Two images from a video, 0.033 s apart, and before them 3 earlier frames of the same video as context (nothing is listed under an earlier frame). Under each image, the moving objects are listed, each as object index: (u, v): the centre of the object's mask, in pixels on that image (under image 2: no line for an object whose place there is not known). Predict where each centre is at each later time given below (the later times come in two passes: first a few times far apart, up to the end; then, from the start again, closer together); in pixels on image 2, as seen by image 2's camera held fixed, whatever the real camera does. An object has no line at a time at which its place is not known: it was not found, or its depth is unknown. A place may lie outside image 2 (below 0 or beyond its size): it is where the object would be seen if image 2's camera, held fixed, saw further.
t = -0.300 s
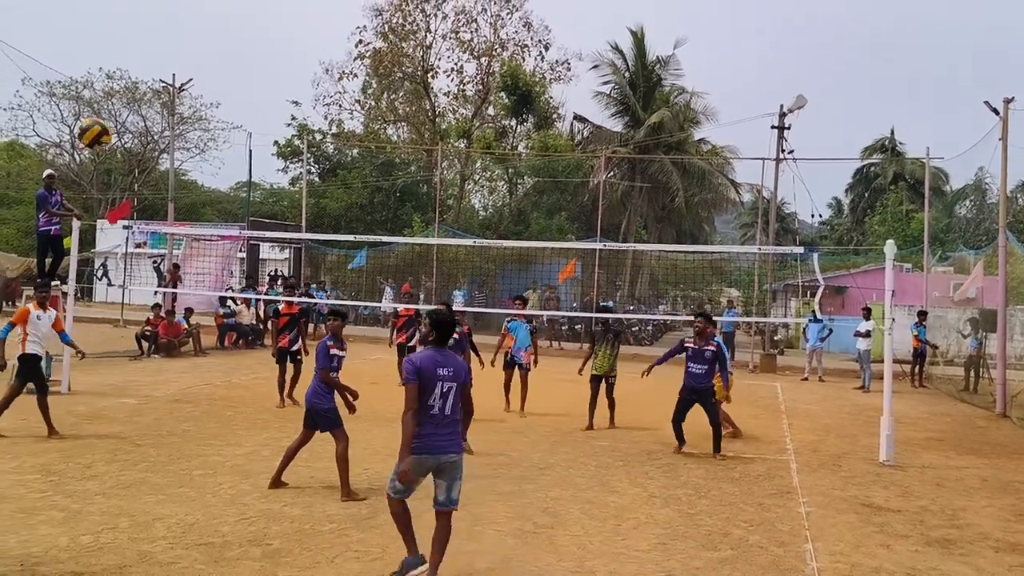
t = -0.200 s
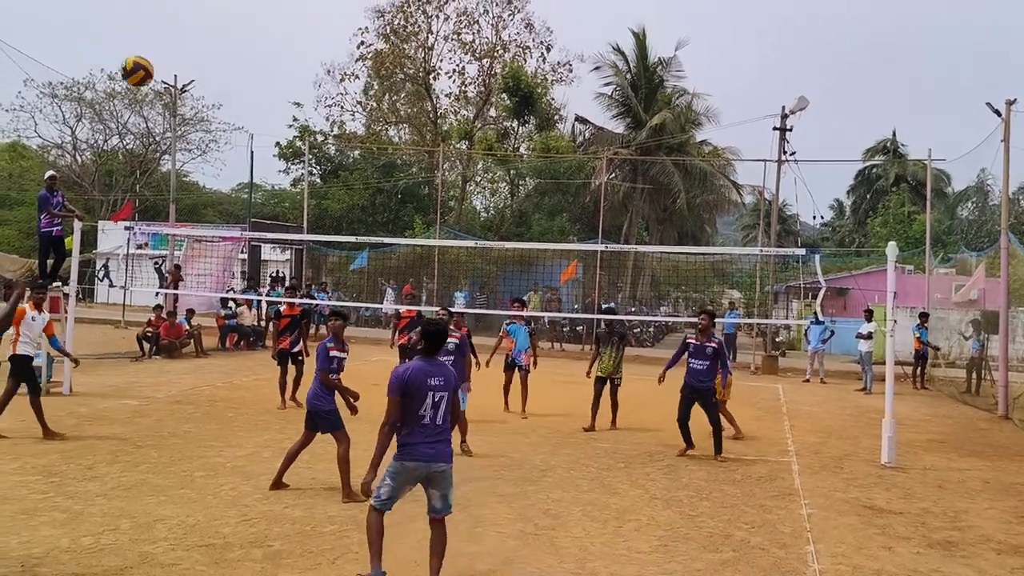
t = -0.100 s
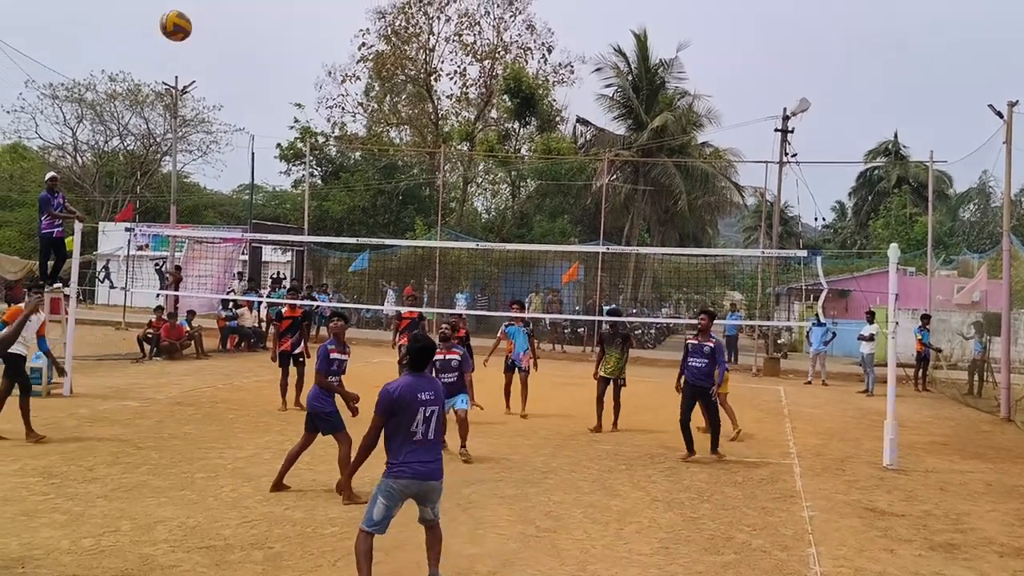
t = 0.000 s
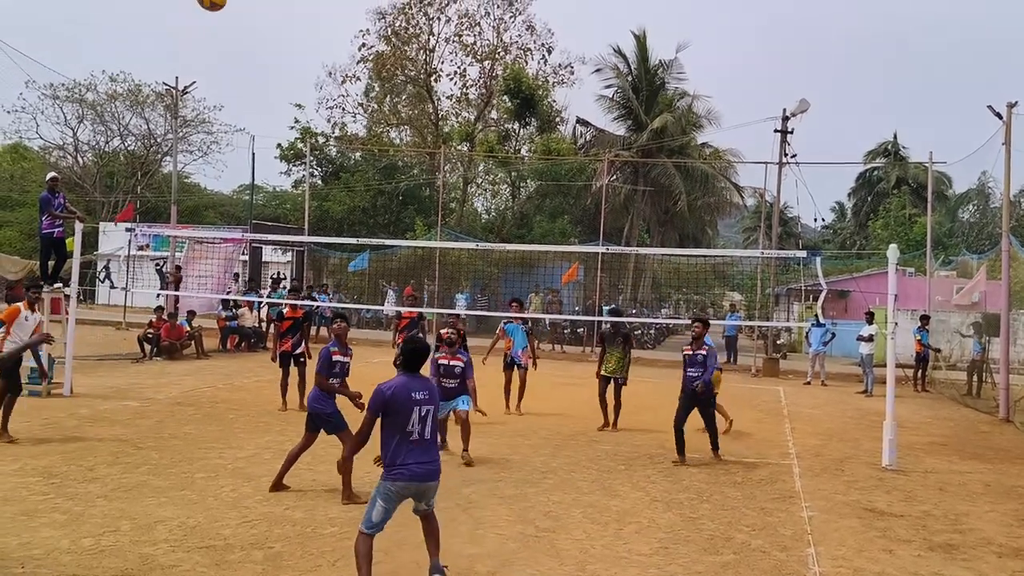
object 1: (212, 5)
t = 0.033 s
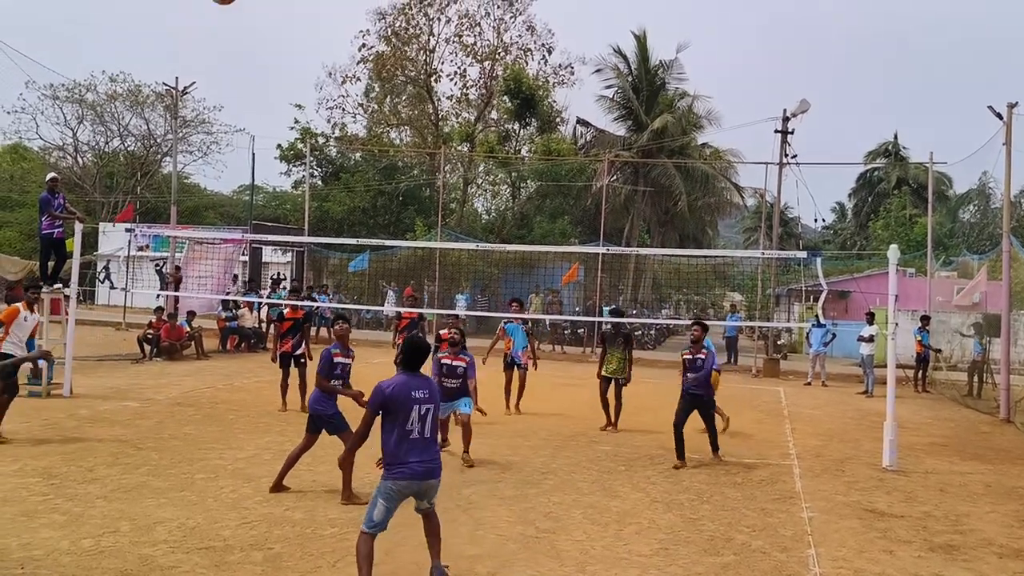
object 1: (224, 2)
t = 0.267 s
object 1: (296, -2)
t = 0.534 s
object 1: (361, 64)
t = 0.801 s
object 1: (416, 214)
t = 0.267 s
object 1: (296, -2)
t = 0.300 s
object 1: (304, 1)
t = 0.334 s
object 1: (313, 3)
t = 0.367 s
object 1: (322, 7)
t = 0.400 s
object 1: (330, 16)
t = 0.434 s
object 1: (339, 26)
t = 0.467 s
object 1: (347, 38)
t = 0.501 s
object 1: (354, 50)
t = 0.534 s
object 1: (361, 64)
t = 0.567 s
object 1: (369, 79)
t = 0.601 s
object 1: (376, 96)
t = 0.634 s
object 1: (384, 112)
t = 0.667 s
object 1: (391, 132)
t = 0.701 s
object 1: (396, 151)
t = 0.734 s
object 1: (403, 171)
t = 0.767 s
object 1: (410, 193)
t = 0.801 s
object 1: (416, 214)
